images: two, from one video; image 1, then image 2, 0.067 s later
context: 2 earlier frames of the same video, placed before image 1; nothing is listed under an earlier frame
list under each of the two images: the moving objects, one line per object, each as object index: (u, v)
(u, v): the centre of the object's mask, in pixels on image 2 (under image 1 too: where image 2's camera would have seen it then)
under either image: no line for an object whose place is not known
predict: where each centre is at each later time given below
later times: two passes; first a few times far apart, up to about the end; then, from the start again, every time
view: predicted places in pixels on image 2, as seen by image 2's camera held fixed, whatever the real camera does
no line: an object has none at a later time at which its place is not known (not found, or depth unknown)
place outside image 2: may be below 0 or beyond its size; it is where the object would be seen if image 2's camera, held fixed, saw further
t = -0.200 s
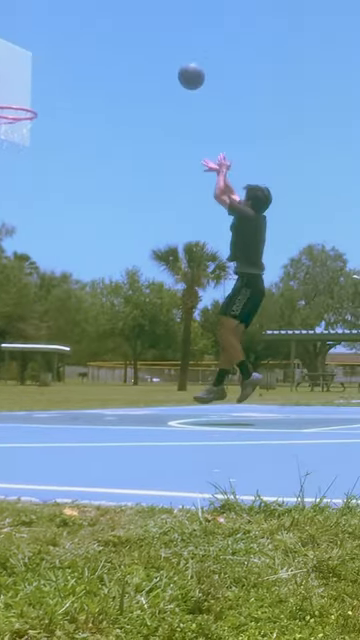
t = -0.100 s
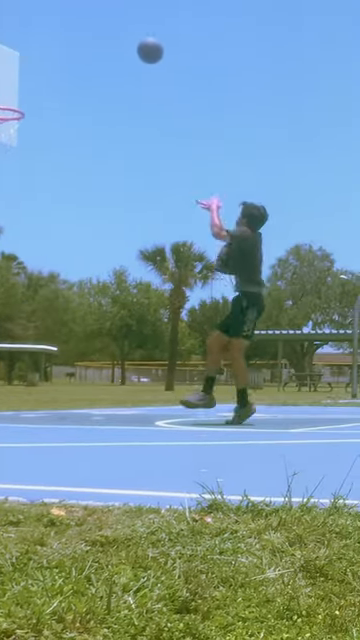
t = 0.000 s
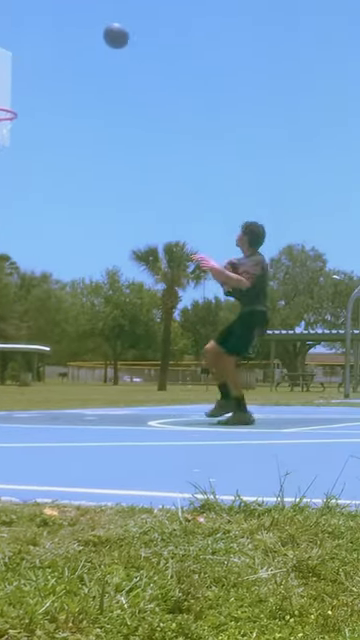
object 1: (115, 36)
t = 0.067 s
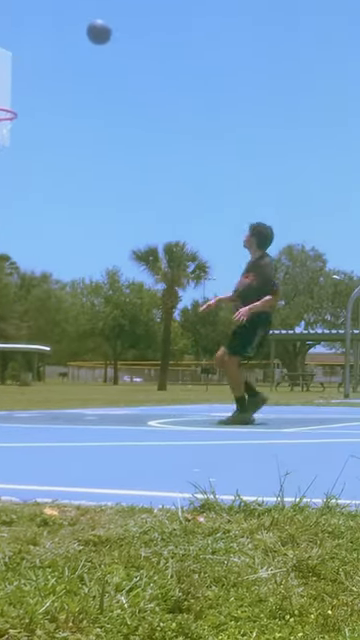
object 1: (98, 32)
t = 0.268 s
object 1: (50, 47)
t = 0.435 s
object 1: (12, 88)
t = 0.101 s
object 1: (90, 32)
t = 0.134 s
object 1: (81, 33)
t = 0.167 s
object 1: (74, 35)
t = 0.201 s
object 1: (66, 38)
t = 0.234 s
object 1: (58, 42)
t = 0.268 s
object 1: (50, 47)
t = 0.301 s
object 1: (42, 53)
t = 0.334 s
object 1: (35, 60)
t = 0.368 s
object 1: (27, 68)
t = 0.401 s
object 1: (19, 77)
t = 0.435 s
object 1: (12, 88)
